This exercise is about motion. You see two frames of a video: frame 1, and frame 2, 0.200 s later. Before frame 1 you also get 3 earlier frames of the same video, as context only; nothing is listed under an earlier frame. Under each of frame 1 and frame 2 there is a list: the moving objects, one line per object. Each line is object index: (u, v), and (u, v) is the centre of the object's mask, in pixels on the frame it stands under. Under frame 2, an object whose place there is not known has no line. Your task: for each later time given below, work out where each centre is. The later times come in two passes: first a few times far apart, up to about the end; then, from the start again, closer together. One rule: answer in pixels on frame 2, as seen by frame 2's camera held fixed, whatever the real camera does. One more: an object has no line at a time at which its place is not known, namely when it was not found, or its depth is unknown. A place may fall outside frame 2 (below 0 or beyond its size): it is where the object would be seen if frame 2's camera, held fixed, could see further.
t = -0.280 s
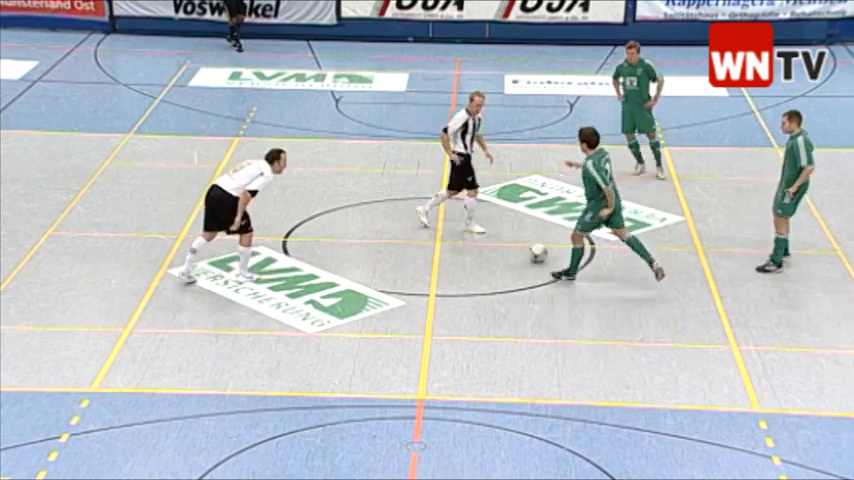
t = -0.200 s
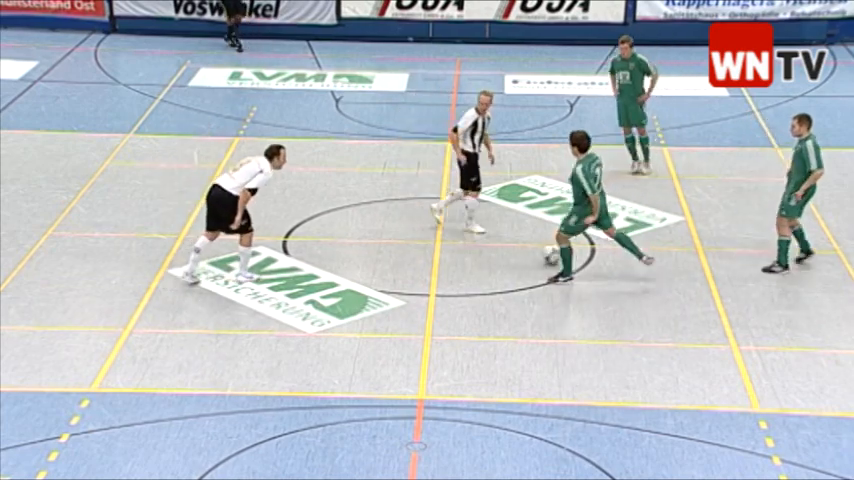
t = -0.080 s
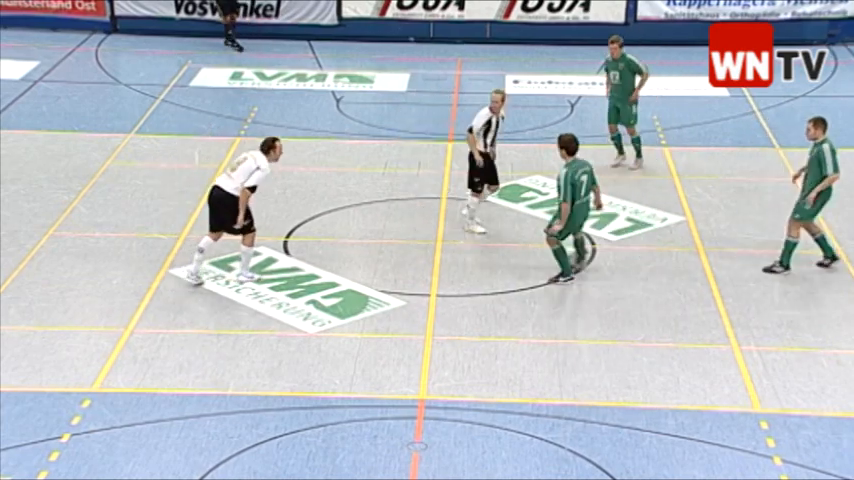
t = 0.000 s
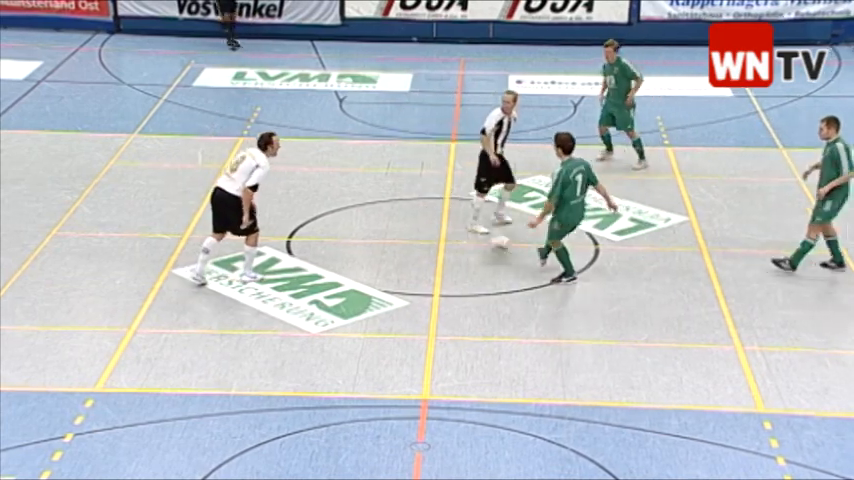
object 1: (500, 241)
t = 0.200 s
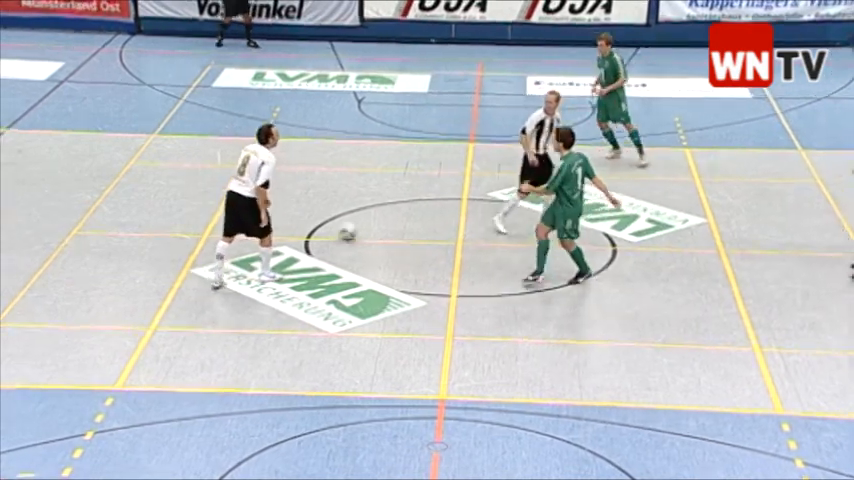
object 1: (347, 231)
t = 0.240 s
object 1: (322, 221)
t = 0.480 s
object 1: (168, 209)
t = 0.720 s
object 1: (37, 194)
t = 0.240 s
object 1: (322, 221)
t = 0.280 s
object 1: (294, 217)
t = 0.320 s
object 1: (270, 213)
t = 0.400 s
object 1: (214, 208)
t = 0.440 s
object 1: (192, 211)
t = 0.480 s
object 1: (168, 209)
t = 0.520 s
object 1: (145, 203)
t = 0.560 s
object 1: (122, 198)
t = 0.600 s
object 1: (100, 196)
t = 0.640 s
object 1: (78, 194)
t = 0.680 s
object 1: (57, 195)
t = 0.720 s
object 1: (37, 194)
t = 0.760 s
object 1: (14, 189)
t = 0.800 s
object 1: (-7, 185)
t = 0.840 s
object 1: (-28, 184)
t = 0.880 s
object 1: (-48, 183)
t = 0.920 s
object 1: (-69, 182)
